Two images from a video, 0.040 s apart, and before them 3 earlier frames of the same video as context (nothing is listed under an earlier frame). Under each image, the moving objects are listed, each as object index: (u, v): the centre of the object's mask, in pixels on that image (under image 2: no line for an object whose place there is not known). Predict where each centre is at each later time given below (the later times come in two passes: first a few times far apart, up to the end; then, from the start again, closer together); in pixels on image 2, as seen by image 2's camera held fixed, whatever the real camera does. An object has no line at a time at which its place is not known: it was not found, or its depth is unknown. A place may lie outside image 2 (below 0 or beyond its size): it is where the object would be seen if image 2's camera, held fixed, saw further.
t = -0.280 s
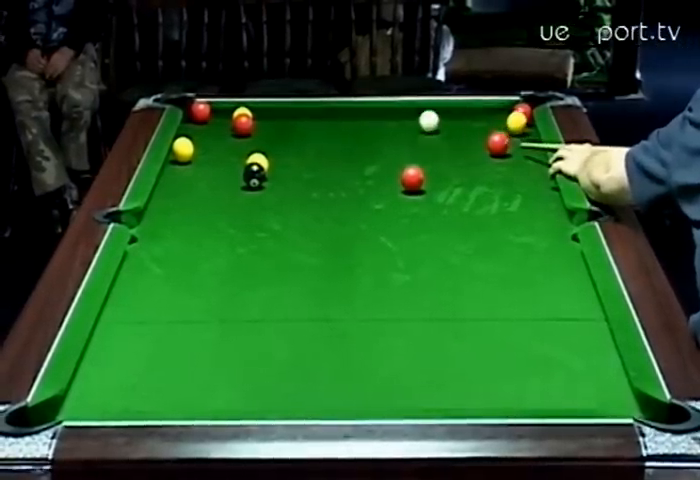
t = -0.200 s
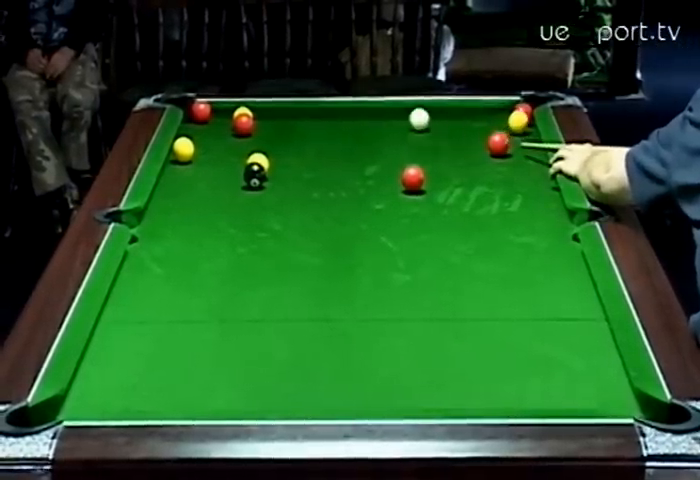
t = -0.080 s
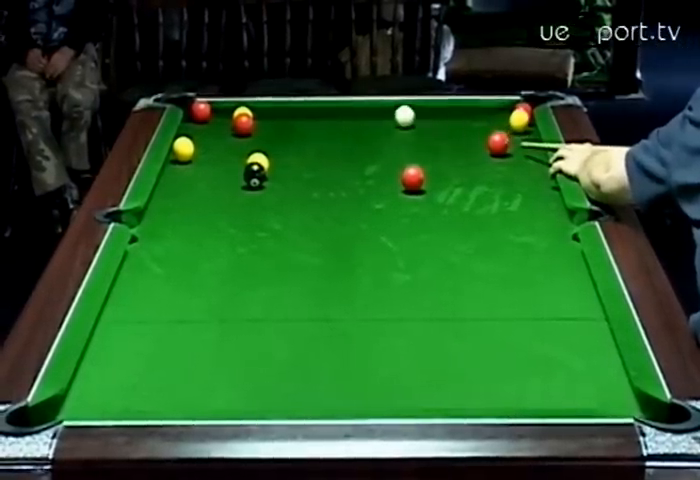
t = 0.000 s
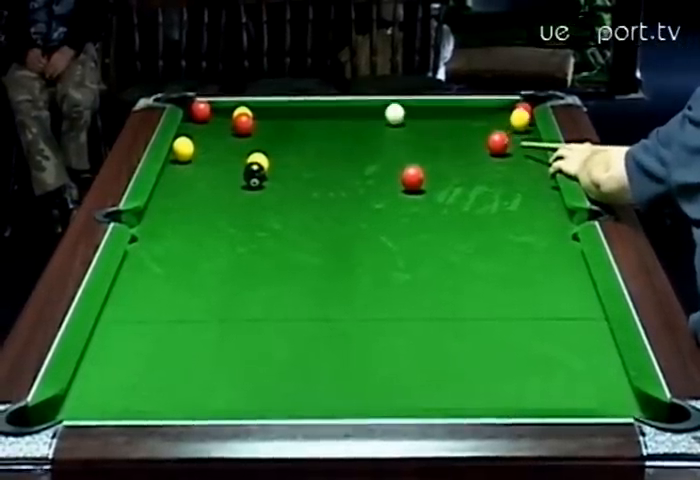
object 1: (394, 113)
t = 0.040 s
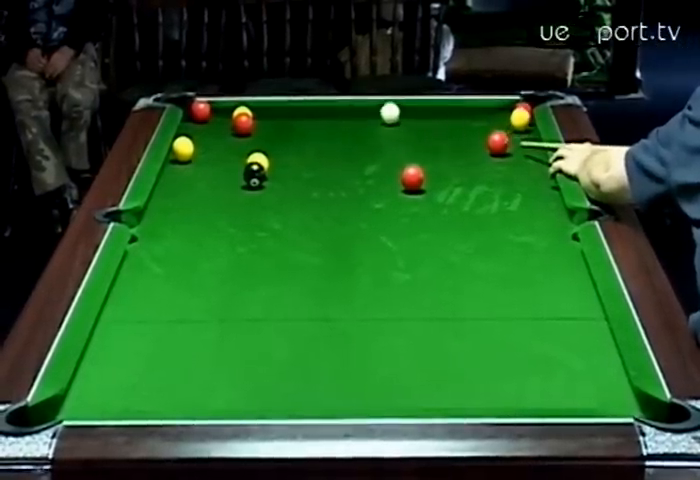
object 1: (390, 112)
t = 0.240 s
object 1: (369, 110)
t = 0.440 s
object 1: (353, 112)
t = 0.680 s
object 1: (335, 115)
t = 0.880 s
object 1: (322, 117)
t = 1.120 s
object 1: (307, 119)
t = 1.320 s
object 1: (296, 120)
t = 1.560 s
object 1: (285, 122)
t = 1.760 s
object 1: (277, 123)
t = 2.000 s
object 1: (269, 124)
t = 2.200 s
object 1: (264, 124)
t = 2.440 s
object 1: (261, 125)
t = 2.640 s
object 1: (261, 125)
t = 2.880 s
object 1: (261, 125)
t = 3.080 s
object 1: (261, 125)
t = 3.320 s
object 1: (261, 125)
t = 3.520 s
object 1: (261, 125)
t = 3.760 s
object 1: (261, 125)
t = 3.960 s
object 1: (261, 125)
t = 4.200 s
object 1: (261, 125)
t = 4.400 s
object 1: (261, 125)
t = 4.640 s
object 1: (261, 125)
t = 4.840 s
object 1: (261, 125)
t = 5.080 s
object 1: (261, 125)
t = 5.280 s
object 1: (261, 125)
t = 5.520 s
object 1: (261, 125)
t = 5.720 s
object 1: (261, 125)
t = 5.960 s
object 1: (261, 125)
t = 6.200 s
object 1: (261, 125)
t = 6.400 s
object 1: (261, 125)
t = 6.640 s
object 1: (261, 125)
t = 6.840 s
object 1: (261, 125)
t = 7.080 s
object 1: (261, 125)
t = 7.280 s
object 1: (261, 125)
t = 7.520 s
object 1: (261, 125)
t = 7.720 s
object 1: (261, 125)
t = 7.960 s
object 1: (261, 125)
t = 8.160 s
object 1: (261, 125)
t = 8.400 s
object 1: (261, 125)
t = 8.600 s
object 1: (261, 125)
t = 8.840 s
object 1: (261, 125)
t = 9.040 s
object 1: (261, 125)
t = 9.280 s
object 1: (261, 125)
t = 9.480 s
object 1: (261, 125)
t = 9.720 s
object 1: (261, 125)
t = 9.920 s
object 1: (261, 125)
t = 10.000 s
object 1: (261, 125)
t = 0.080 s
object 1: (385, 111)
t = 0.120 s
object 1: (381, 111)
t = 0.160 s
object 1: (376, 110)
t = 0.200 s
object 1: (372, 110)
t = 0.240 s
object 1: (369, 110)
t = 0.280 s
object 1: (366, 111)
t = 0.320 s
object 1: (363, 111)
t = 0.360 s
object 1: (359, 112)
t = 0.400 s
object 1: (356, 112)
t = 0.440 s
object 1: (353, 112)
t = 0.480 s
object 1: (350, 113)
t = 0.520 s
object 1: (347, 113)
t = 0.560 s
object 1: (344, 114)
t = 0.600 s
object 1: (341, 114)
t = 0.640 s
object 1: (338, 114)
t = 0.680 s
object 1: (335, 115)
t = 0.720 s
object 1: (332, 115)
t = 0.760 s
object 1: (330, 116)
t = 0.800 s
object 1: (327, 116)
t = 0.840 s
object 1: (324, 116)
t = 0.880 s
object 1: (322, 117)
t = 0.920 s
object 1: (319, 117)
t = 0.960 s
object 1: (317, 118)
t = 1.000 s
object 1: (314, 118)
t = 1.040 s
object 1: (312, 119)
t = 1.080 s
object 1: (309, 119)
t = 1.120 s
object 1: (307, 119)
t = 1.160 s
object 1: (305, 119)
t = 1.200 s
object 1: (302, 120)
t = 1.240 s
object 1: (300, 120)
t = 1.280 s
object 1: (298, 120)
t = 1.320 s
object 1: (296, 120)
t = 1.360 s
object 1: (294, 121)
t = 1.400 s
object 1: (292, 121)
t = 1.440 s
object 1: (290, 121)
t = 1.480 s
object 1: (288, 121)
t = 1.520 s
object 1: (287, 122)
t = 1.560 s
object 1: (285, 122)
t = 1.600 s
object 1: (283, 122)
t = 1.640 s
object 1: (281, 122)
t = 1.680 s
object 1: (280, 122)
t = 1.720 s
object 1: (278, 123)
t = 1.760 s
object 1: (277, 123)
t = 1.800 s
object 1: (275, 123)
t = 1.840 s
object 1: (274, 123)
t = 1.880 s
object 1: (273, 123)
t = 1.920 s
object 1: (271, 124)
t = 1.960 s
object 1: (270, 124)
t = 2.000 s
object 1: (269, 124)
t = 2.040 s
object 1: (268, 124)
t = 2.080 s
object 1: (267, 124)
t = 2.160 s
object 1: (265, 124)
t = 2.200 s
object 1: (264, 124)
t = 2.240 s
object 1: (263, 124)
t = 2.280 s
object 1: (263, 124)
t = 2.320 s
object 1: (262, 125)
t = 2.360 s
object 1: (261, 125)
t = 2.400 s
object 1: (261, 125)
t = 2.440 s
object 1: (261, 125)
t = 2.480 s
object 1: (261, 125)
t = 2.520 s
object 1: (261, 125)
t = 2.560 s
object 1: (261, 125)
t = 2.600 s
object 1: (261, 125)
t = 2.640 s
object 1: (261, 125)
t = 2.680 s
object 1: (261, 125)
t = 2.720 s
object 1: (261, 125)
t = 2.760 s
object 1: (261, 125)
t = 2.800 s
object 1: (261, 125)
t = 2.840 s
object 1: (261, 125)
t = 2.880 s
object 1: (261, 125)
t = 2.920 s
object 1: (261, 125)
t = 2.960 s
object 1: (261, 125)
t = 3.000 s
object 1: (261, 125)
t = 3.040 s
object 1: (261, 125)
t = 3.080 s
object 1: (261, 125)
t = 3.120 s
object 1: (261, 125)
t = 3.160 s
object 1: (261, 125)
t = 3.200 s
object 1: (261, 125)
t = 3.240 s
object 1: (261, 125)
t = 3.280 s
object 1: (261, 125)
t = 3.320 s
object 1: (261, 125)
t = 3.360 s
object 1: (261, 125)
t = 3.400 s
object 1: (261, 125)
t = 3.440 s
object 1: (261, 125)
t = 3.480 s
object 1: (261, 125)
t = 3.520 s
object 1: (261, 125)
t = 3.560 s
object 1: (261, 125)
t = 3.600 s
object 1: (261, 125)
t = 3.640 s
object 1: (261, 125)
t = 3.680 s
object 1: (261, 125)
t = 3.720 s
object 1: (261, 125)
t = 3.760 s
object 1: (261, 125)
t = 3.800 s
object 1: (261, 125)
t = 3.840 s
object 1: (261, 125)
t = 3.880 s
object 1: (261, 125)
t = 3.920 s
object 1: (261, 125)
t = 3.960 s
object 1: (261, 125)
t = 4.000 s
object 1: (261, 125)
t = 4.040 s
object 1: (261, 125)
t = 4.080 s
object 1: (261, 125)
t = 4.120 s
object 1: (261, 125)
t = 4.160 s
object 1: (261, 125)
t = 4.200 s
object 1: (261, 125)
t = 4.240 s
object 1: (261, 125)
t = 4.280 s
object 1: (261, 125)
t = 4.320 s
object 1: (261, 125)
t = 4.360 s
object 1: (261, 125)
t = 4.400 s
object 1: (261, 125)
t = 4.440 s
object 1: (261, 125)
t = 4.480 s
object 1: (261, 125)
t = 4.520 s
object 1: (261, 125)
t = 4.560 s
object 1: (261, 125)
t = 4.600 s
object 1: (261, 125)
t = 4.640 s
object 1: (261, 125)
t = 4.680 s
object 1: (261, 125)
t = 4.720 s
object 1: (261, 125)
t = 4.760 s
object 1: (261, 125)
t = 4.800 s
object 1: (261, 125)
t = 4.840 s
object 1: (261, 125)
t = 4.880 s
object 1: (261, 125)
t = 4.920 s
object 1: (261, 125)
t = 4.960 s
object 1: (261, 125)
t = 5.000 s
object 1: (261, 125)
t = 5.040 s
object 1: (261, 125)
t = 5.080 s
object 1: (261, 125)
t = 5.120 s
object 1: (261, 125)
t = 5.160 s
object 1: (261, 125)
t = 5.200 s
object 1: (261, 125)
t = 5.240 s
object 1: (261, 125)
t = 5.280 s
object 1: (261, 125)
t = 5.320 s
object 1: (261, 125)
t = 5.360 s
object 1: (261, 125)
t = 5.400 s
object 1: (261, 125)
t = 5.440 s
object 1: (261, 125)
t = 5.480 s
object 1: (261, 125)
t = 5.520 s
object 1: (261, 125)
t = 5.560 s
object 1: (261, 125)
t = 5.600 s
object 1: (261, 125)
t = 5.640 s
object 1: (261, 125)
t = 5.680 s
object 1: (261, 125)
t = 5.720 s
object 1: (261, 125)
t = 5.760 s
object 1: (261, 125)
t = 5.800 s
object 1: (261, 125)
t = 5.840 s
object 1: (261, 125)
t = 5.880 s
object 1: (261, 125)
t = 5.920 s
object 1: (261, 125)
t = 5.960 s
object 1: (261, 125)
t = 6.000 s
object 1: (261, 125)
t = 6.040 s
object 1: (261, 125)
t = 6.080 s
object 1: (261, 125)
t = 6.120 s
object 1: (261, 125)
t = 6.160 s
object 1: (261, 125)
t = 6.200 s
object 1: (261, 125)
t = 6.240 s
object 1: (261, 125)
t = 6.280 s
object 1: (261, 125)
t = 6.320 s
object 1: (261, 125)
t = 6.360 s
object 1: (261, 125)
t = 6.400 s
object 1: (261, 125)
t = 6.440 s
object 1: (261, 125)
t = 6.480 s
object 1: (261, 125)
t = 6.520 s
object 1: (261, 125)
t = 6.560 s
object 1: (261, 125)
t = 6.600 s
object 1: (261, 125)
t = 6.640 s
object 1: (261, 125)
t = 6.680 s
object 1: (261, 125)
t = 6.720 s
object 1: (261, 125)
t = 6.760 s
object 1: (261, 125)
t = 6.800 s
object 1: (261, 125)
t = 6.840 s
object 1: (261, 125)
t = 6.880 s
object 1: (261, 125)
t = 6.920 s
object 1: (261, 125)
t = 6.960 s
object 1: (261, 125)
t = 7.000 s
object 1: (261, 125)
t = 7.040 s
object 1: (261, 125)
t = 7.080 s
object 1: (261, 125)
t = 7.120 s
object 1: (261, 125)
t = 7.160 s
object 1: (261, 125)
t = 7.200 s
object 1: (261, 125)
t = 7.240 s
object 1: (261, 125)
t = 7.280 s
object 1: (261, 125)
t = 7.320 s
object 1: (261, 125)
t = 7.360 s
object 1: (261, 125)
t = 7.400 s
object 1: (261, 125)
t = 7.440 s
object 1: (261, 125)
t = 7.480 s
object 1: (261, 125)
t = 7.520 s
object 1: (261, 125)
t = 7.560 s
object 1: (261, 125)
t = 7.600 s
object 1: (261, 125)
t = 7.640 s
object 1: (261, 125)
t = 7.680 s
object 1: (261, 125)
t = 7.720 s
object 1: (261, 125)
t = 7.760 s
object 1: (261, 125)
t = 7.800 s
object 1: (261, 125)
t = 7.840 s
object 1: (261, 125)
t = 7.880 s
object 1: (261, 125)
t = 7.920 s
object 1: (261, 125)
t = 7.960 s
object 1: (261, 125)
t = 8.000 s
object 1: (261, 125)
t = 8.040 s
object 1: (261, 125)
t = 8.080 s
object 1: (261, 125)
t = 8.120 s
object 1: (261, 125)
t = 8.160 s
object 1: (261, 125)
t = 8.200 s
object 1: (261, 125)
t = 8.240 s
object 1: (261, 125)
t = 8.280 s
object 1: (261, 125)
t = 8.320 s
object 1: (261, 125)
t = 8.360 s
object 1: (261, 125)
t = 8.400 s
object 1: (261, 125)
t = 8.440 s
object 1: (261, 125)
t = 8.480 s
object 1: (261, 125)
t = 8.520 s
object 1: (261, 125)
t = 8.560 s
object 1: (261, 125)
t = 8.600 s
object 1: (261, 125)
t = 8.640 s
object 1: (261, 125)
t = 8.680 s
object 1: (261, 125)
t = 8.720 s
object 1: (261, 125)
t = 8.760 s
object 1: (261, 125)
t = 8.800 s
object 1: (261, 125)
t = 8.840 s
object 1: (261, 125)
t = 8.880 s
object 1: (261, 125)
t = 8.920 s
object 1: (261, 125)
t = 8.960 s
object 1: (261, 125)
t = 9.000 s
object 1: (261, 125)
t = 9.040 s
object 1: (261, 125)
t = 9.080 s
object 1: (261, 125)
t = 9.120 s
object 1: (261, 125)
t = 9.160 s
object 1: (261, 125)
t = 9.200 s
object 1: (261, 125)
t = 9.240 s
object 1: (261, 125)
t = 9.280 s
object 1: (261, 125)
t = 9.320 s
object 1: (261, 125)
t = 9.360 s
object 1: (261, 125)
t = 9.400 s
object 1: (261, 125)
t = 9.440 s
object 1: (261, 125)
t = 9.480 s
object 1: (261, 125)
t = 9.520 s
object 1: (261, 125)
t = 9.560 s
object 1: (261, 125)
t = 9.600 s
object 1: (261, 125)
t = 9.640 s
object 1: (261, 125)
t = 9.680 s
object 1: (261, 125)
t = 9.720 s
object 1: (261, 125)
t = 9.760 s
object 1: (261, 125)
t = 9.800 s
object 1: (261, 125)
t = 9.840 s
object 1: (261, 125)
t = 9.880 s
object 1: (261, 125)
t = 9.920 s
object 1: (261, 125)
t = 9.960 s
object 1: (261, 125)
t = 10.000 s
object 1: (261, 125)
